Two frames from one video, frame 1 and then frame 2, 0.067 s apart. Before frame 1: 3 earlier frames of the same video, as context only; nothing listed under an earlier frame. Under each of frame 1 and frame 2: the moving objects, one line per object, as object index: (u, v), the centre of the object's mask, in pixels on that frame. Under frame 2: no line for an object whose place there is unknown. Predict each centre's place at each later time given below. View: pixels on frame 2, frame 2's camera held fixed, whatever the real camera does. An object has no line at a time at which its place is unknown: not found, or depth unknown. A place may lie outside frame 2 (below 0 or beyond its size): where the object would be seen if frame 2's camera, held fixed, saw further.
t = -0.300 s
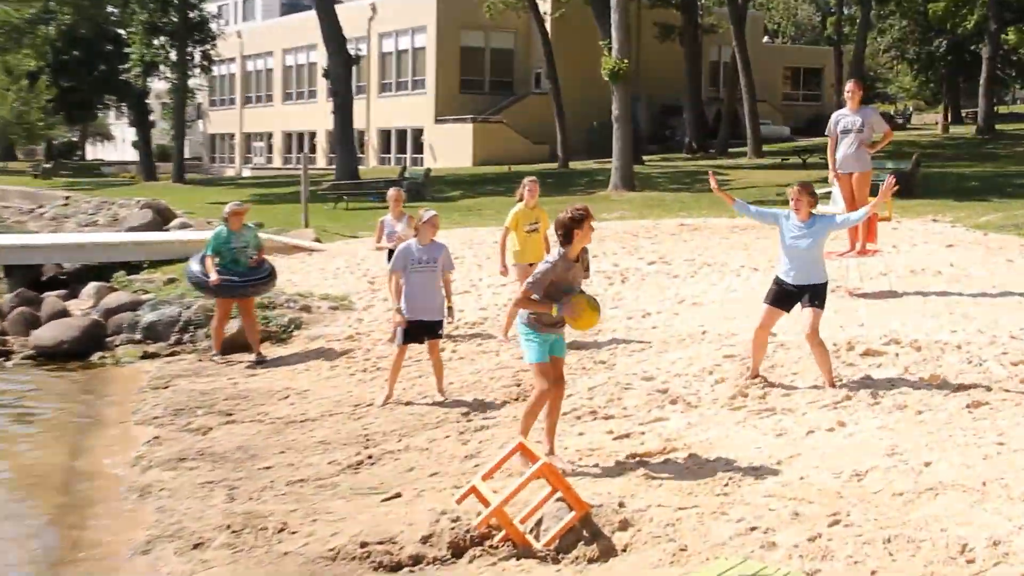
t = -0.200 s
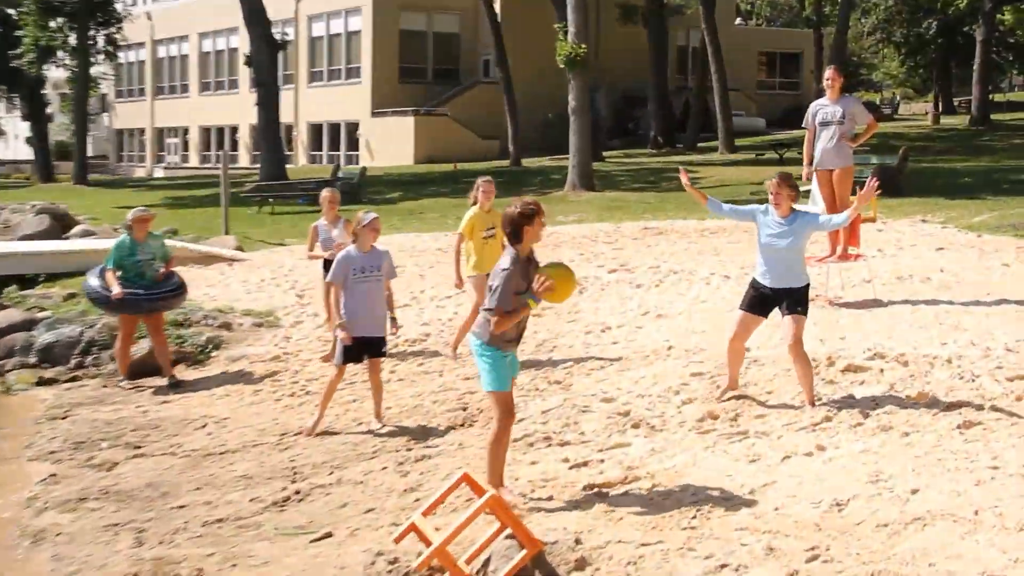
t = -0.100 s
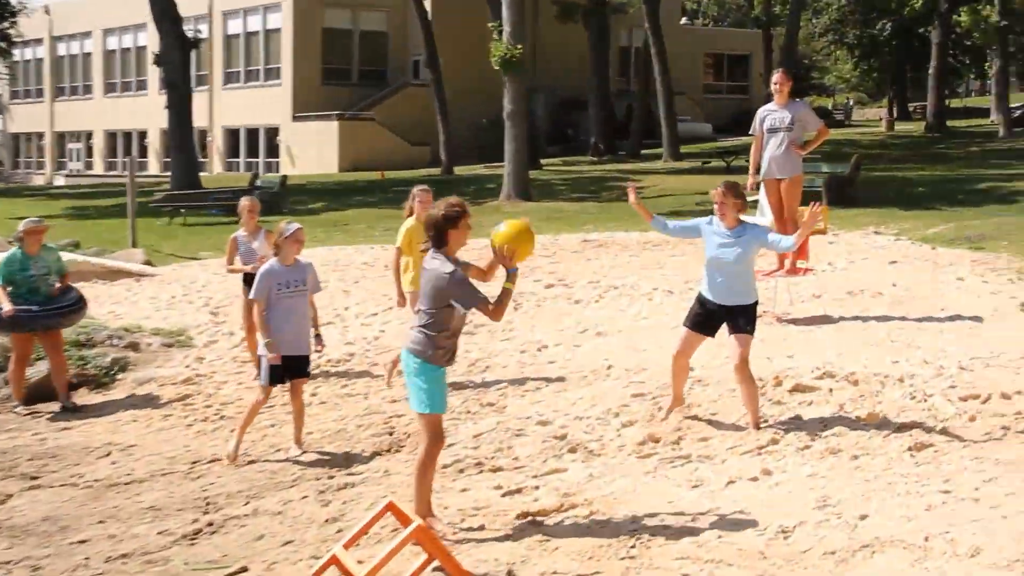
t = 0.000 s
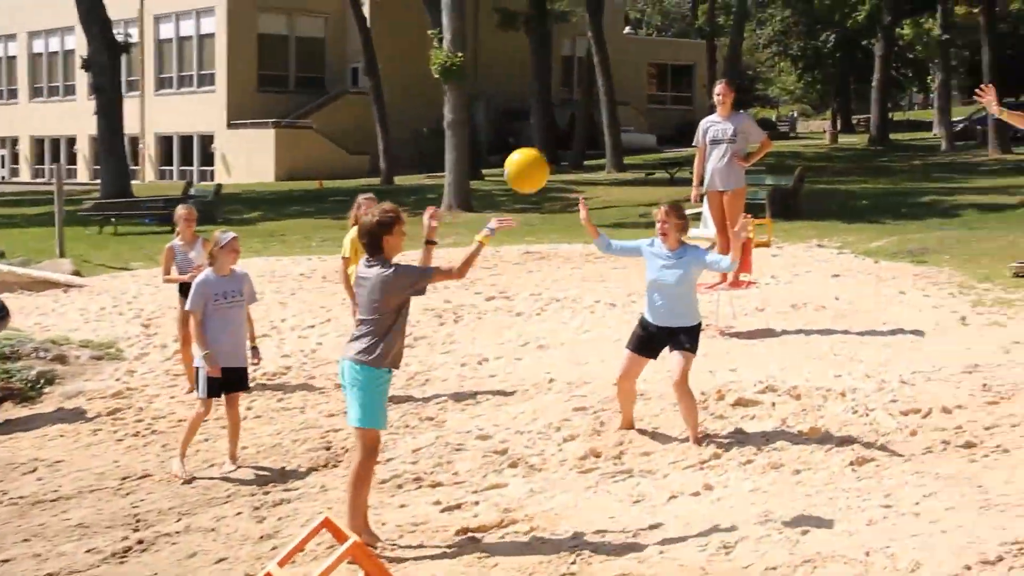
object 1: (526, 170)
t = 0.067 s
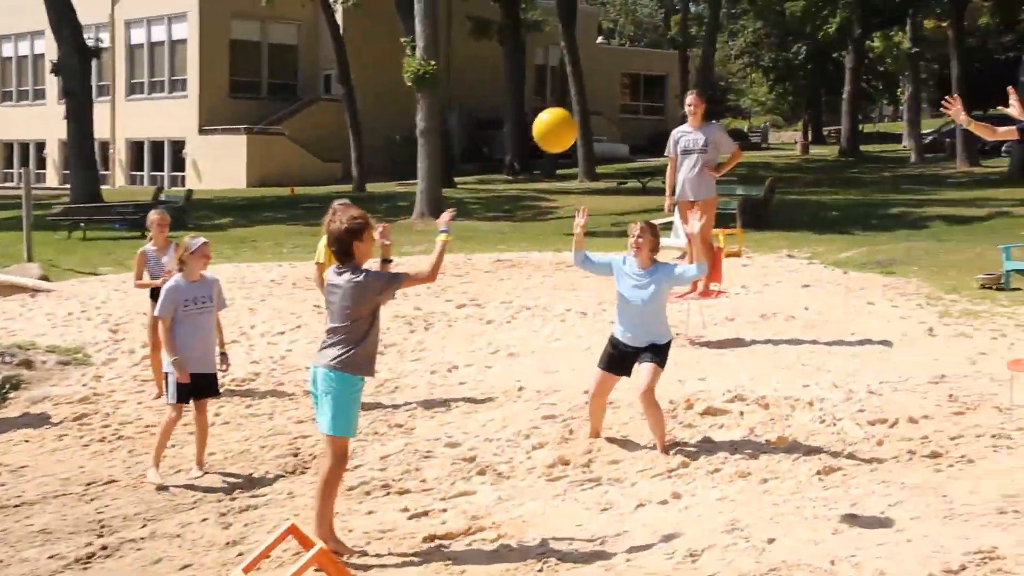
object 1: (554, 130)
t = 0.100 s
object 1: (582, 109)
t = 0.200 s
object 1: (661, 62)
